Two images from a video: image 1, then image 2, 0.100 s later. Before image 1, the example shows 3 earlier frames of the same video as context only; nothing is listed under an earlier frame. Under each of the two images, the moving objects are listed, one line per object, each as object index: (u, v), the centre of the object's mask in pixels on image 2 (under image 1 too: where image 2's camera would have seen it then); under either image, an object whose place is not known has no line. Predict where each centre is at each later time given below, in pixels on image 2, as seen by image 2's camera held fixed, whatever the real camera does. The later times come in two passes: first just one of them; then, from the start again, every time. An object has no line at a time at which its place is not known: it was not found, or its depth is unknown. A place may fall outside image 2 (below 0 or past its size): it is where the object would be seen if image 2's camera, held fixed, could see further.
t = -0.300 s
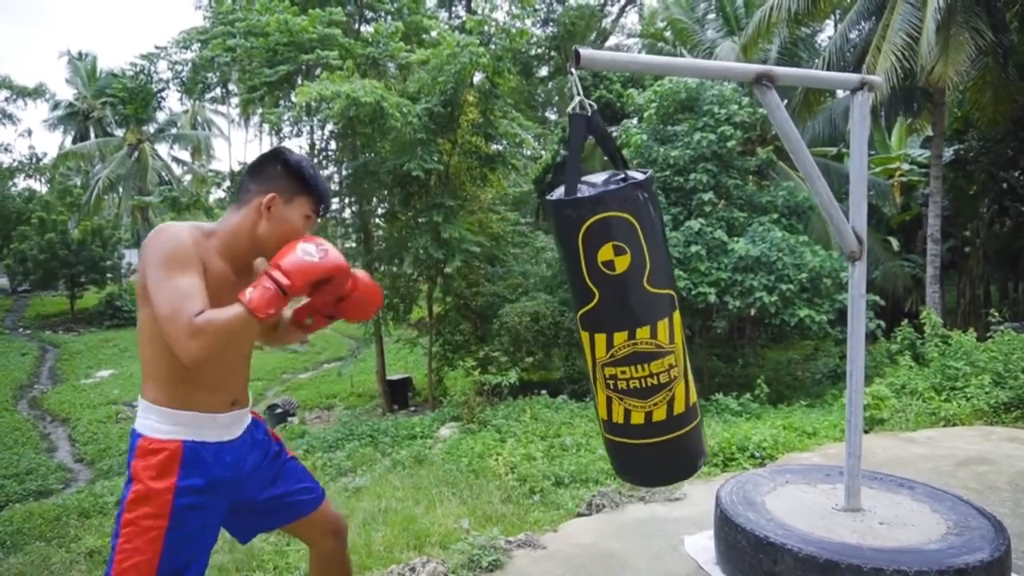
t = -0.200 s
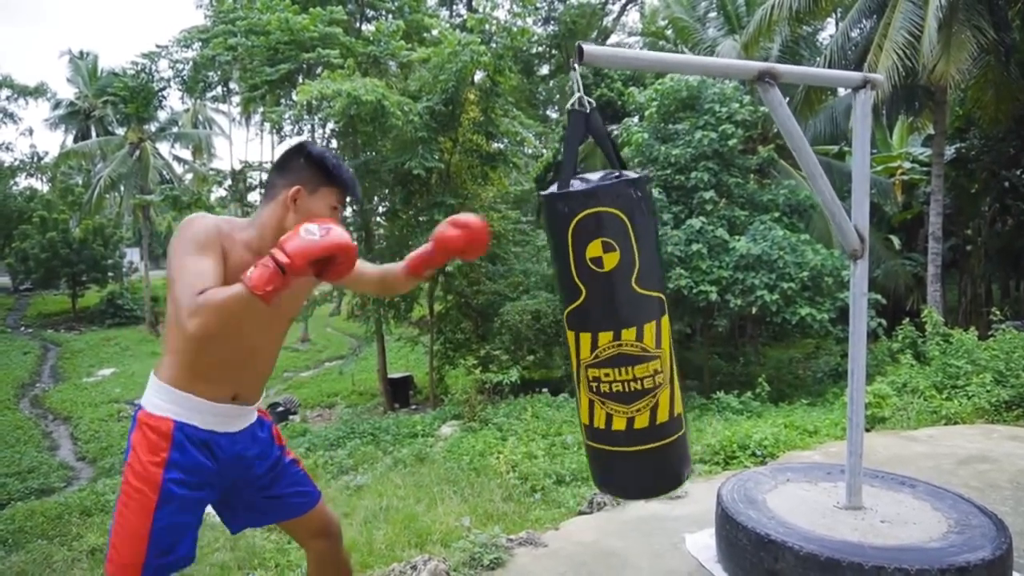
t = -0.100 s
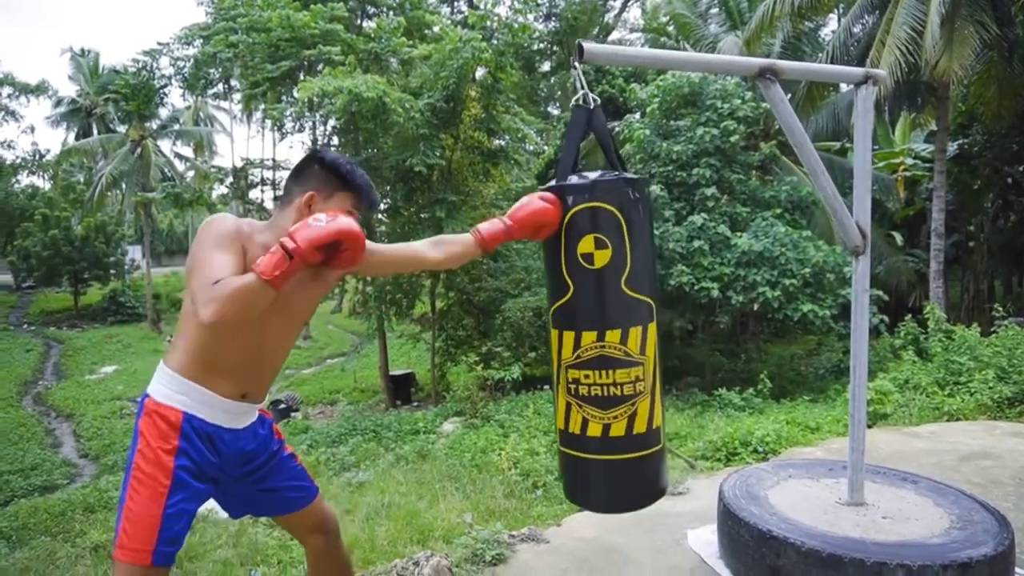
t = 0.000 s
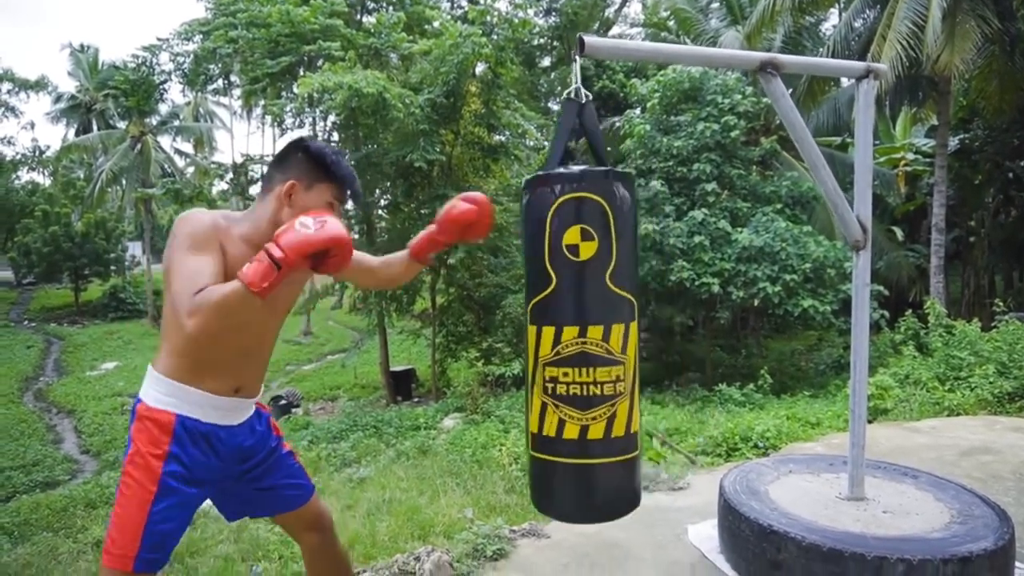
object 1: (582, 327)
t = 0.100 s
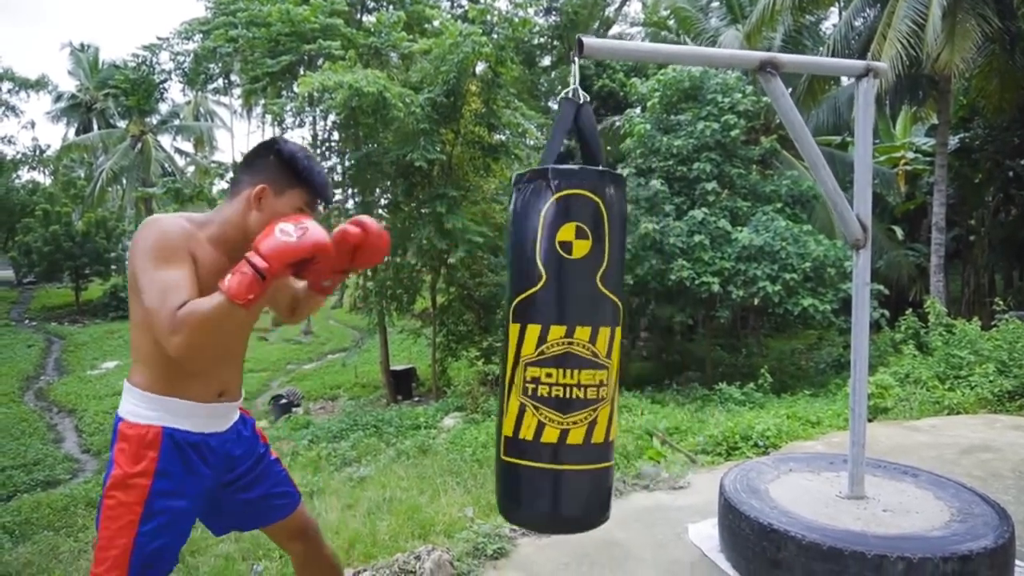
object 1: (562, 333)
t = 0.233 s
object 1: (539, 330)
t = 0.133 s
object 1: (558, 332)
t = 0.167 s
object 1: (549, 331)
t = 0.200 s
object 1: (544, 330)
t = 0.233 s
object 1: (539, 330)
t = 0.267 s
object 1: (533, 330)
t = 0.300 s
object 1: (529, 331)
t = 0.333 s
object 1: (525, 331)
